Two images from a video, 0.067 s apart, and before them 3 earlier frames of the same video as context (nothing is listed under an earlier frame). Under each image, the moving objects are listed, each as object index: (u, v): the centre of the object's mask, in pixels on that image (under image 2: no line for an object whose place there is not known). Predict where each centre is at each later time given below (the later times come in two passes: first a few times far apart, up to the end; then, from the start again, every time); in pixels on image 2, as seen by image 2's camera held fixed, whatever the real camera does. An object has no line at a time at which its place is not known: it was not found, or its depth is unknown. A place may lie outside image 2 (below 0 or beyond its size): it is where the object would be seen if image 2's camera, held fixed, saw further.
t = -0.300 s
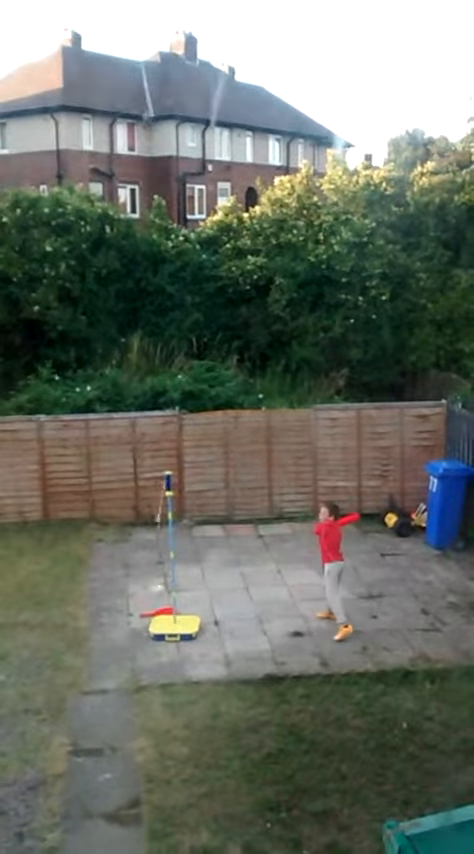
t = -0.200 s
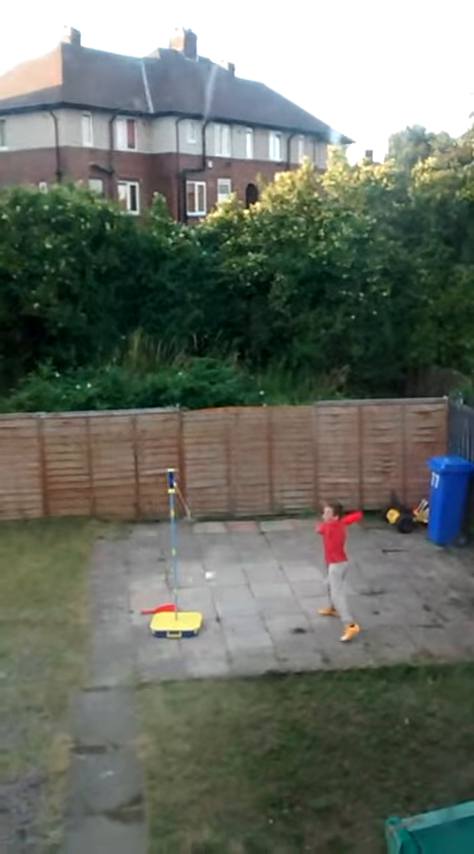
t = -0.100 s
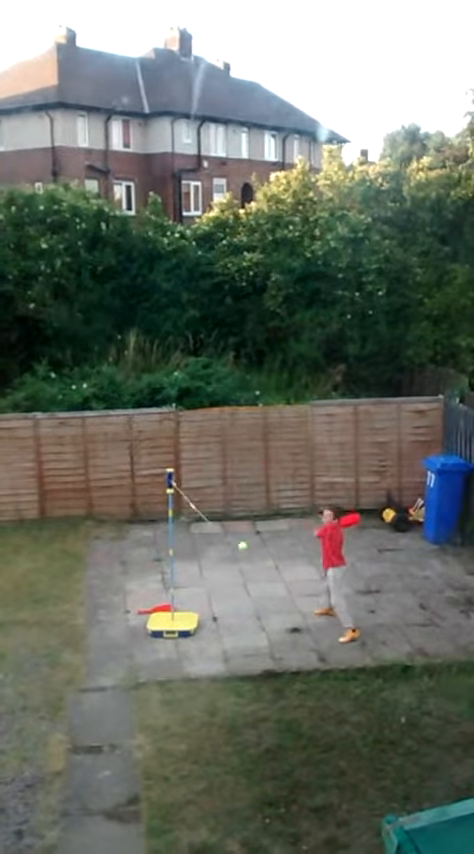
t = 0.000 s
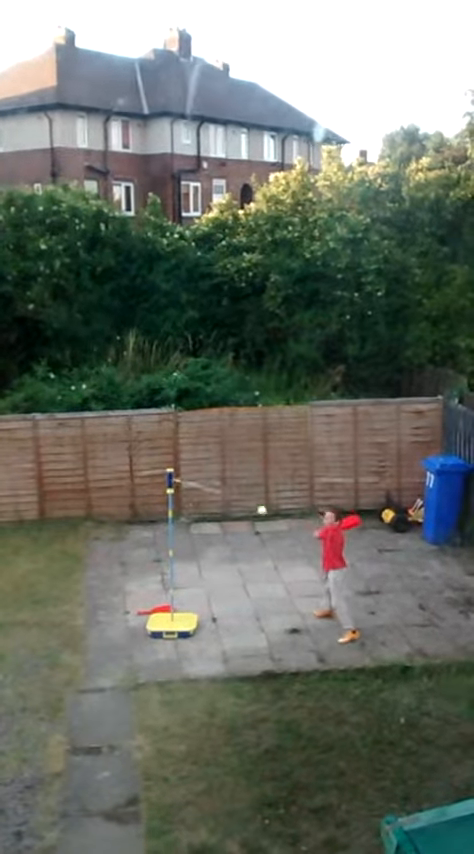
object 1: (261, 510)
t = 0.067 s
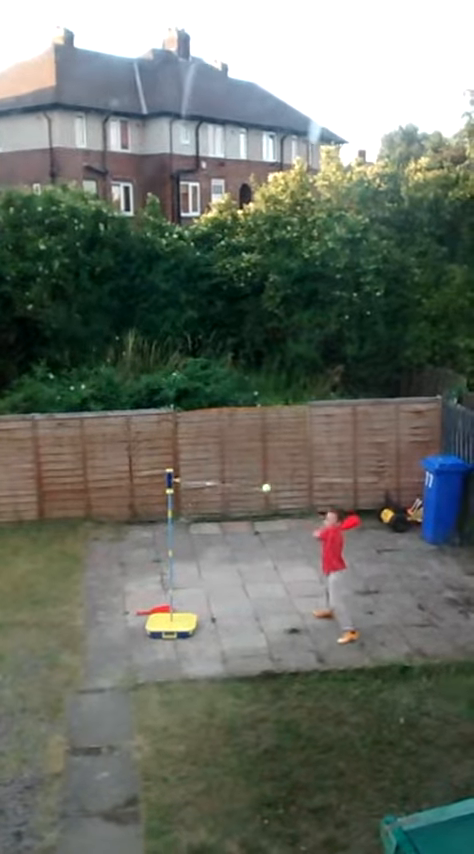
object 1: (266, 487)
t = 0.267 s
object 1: (264, 451)
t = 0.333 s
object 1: (261, 449)
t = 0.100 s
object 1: (266, 478)
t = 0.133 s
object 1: (267, 470)
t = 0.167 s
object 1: (267, 463)
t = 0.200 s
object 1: (266, 458)
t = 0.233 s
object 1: (265, 454)
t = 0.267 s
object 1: (264, 451)
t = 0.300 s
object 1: (262, 450)
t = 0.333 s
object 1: (261, 449)
